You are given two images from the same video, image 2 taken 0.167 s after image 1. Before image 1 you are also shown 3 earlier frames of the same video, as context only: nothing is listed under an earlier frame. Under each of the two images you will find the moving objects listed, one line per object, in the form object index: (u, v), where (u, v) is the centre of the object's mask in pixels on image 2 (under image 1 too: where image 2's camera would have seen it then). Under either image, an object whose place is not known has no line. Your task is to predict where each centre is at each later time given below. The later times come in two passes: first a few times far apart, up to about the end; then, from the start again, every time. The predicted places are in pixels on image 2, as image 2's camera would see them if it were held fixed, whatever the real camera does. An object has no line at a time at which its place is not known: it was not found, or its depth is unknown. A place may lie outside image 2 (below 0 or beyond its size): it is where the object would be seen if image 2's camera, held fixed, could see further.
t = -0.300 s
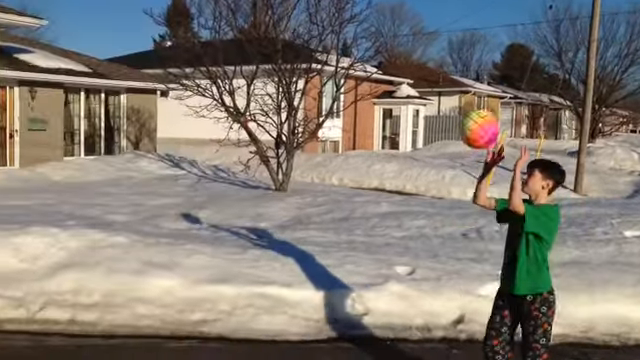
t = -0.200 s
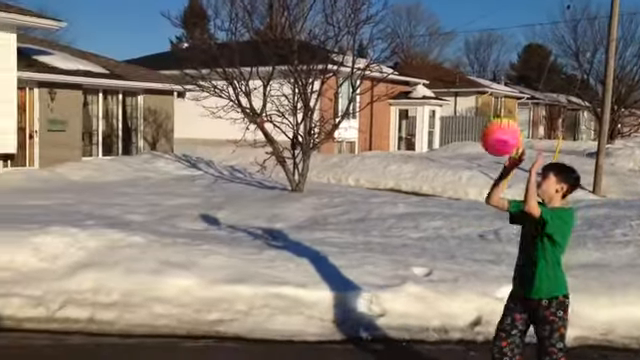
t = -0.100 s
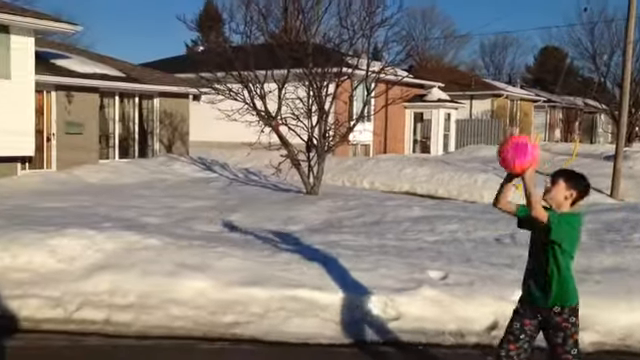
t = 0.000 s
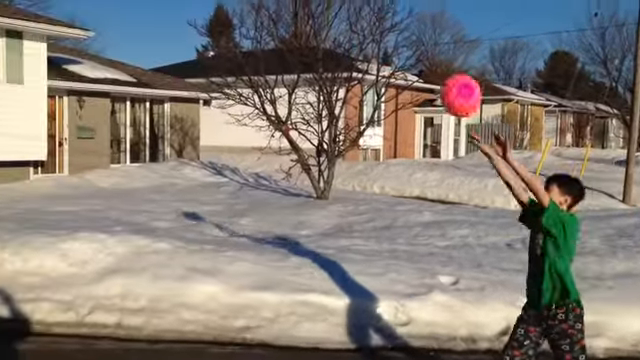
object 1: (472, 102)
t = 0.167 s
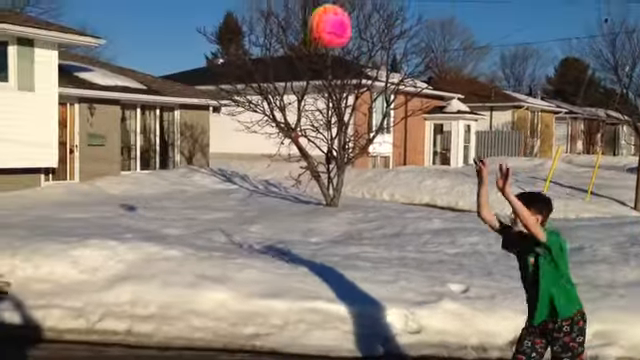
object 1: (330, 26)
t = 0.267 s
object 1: (245, 13)
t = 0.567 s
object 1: (-12, 78)
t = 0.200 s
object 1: (301, 19)
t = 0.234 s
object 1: (273, 15)
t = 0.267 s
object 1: (245, 13)
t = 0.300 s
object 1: (216, 12)
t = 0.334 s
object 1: (187, 13)
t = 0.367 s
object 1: (157, 14)
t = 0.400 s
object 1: (128, 18)
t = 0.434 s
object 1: (99, 26)
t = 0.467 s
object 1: (69, 35)
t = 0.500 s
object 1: (40, 47)
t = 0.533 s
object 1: (10, 61)
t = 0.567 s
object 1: (-12, 78)
